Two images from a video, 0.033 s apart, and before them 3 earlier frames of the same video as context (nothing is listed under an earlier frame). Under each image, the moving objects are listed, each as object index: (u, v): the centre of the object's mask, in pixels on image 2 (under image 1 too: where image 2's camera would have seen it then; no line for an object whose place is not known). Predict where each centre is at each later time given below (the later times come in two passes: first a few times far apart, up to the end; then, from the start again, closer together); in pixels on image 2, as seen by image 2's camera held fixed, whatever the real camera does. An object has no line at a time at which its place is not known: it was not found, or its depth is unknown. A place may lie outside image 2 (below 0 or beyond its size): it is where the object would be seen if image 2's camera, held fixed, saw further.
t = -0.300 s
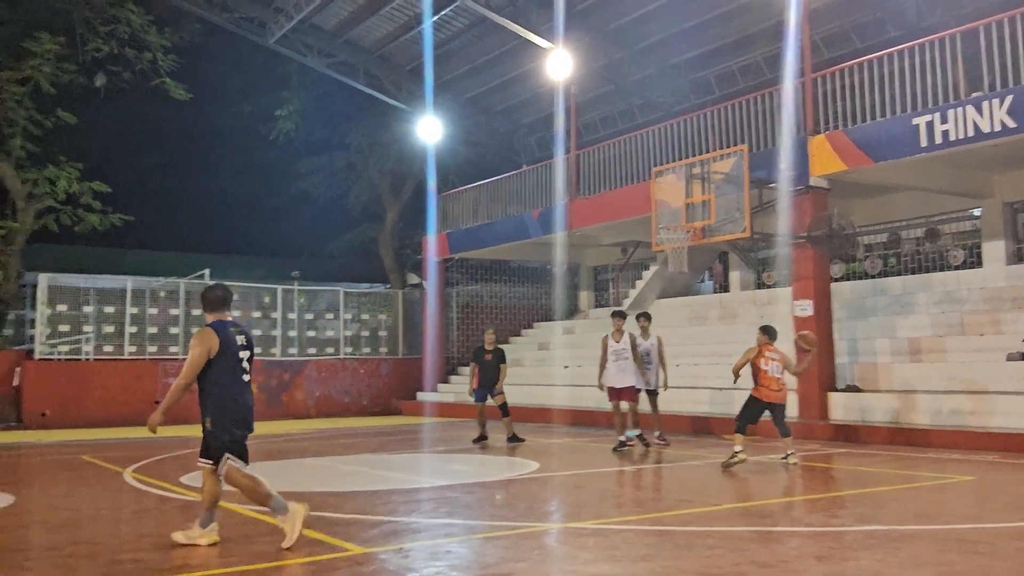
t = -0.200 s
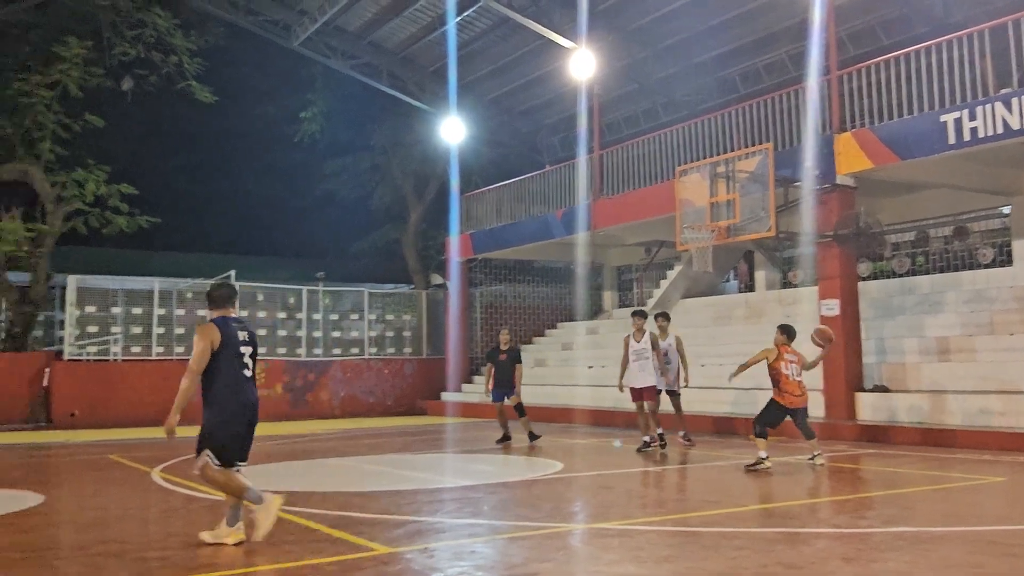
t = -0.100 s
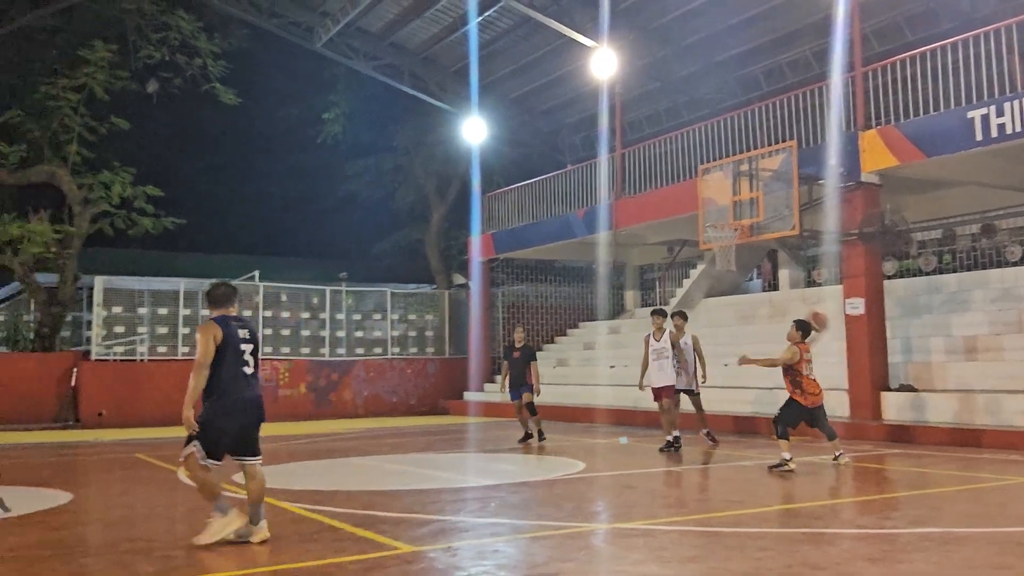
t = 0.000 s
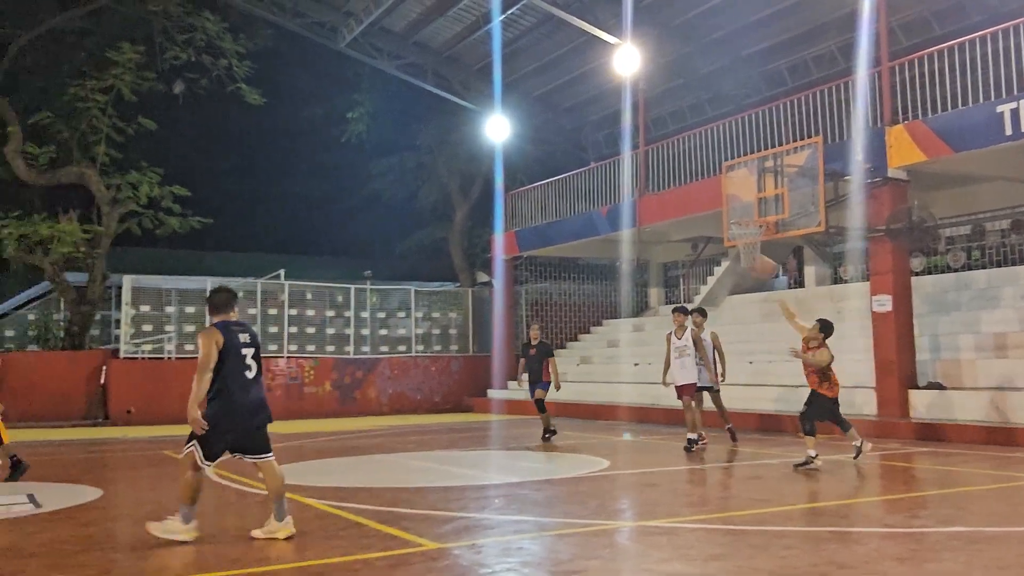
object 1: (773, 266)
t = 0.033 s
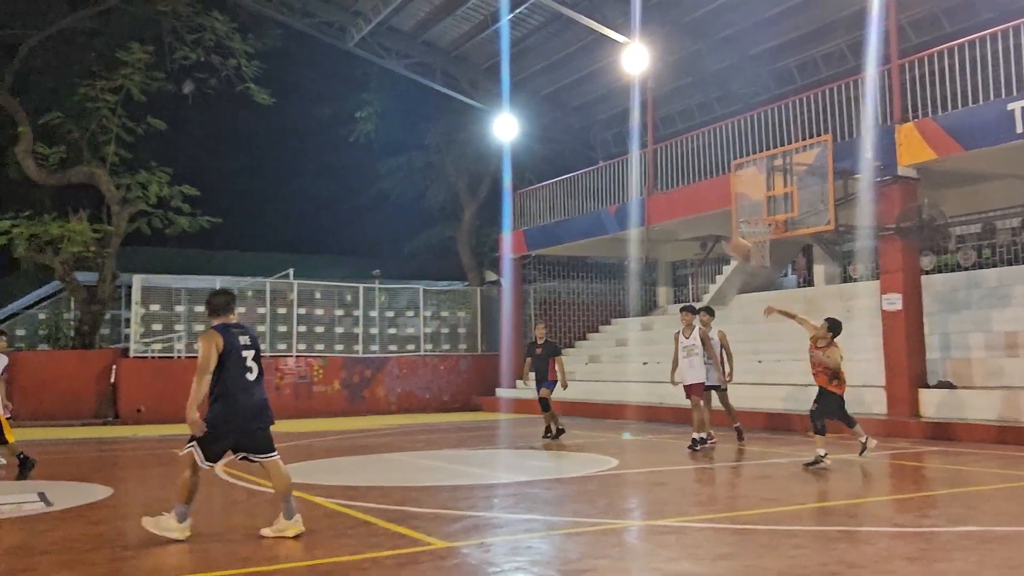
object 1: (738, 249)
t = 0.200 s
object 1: (569, 173)
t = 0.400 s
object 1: (374, 119)
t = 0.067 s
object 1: (705, 231)
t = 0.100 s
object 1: (671, 214)
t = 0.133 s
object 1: (638, 202)
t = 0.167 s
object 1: (603, 188)
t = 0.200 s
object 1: (569, 173)
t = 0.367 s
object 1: (408, 126)
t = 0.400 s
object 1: (374, 119)
